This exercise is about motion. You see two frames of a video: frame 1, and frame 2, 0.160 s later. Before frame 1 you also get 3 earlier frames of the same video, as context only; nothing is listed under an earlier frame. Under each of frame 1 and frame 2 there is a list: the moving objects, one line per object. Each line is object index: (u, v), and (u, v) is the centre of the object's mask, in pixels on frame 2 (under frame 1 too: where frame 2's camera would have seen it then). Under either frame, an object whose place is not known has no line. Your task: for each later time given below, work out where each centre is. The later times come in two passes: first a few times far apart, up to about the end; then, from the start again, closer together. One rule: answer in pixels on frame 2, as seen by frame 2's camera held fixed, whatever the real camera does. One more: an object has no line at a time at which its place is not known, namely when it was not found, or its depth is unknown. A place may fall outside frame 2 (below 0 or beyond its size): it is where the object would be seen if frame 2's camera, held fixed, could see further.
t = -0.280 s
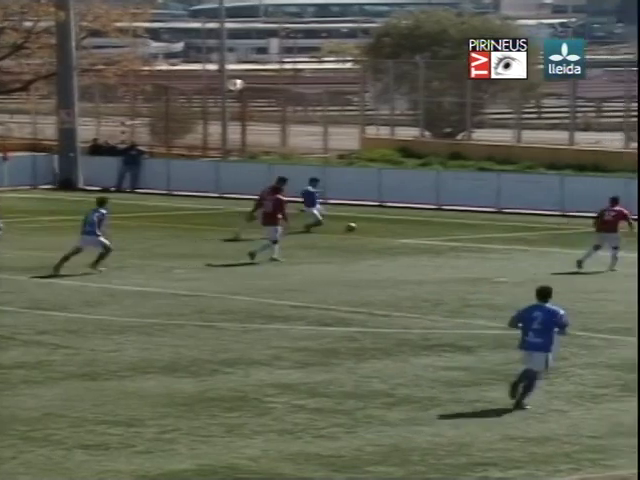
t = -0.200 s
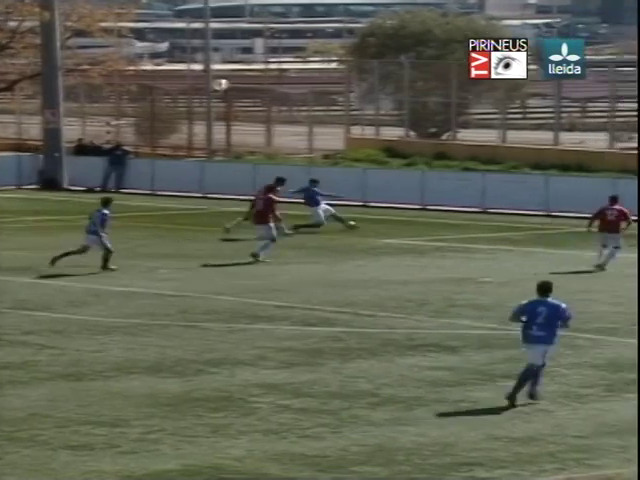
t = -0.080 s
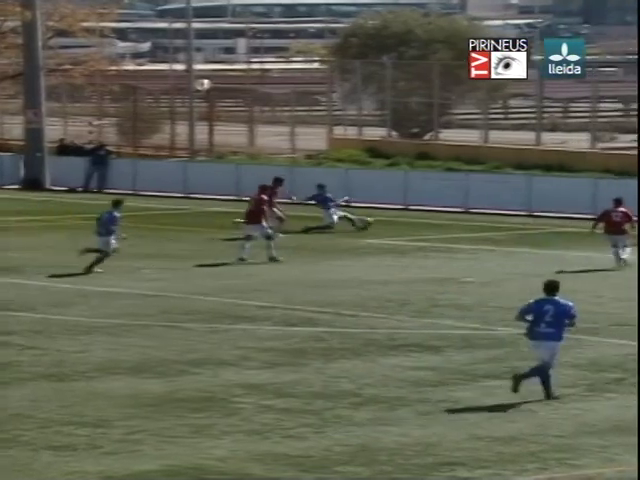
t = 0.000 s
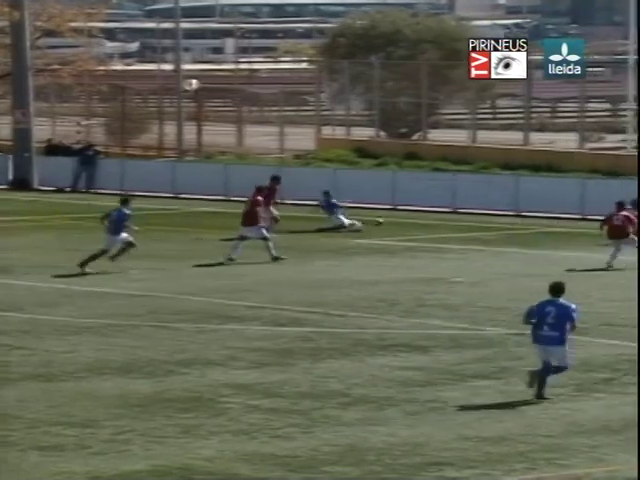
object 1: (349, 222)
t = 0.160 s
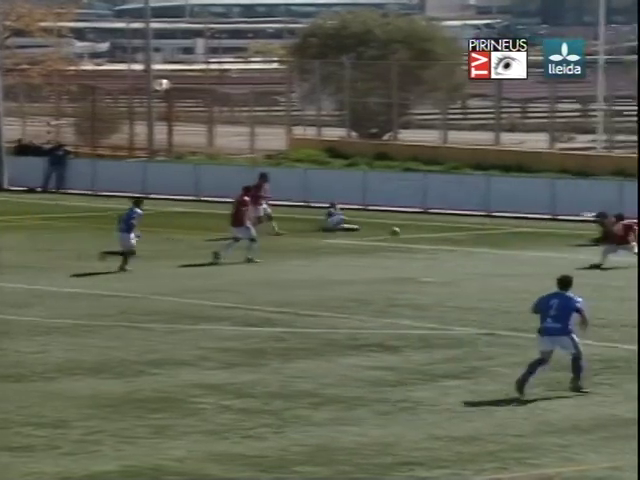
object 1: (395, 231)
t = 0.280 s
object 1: (426, 245)
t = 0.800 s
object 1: (531, 259)
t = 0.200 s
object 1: (405, 234)
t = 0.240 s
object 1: (416, 239)
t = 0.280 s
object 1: (426, 245)
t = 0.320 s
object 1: (434, 244)
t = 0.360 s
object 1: (443, 242)
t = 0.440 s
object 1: (459, 241)
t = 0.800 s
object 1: (531, 259)
